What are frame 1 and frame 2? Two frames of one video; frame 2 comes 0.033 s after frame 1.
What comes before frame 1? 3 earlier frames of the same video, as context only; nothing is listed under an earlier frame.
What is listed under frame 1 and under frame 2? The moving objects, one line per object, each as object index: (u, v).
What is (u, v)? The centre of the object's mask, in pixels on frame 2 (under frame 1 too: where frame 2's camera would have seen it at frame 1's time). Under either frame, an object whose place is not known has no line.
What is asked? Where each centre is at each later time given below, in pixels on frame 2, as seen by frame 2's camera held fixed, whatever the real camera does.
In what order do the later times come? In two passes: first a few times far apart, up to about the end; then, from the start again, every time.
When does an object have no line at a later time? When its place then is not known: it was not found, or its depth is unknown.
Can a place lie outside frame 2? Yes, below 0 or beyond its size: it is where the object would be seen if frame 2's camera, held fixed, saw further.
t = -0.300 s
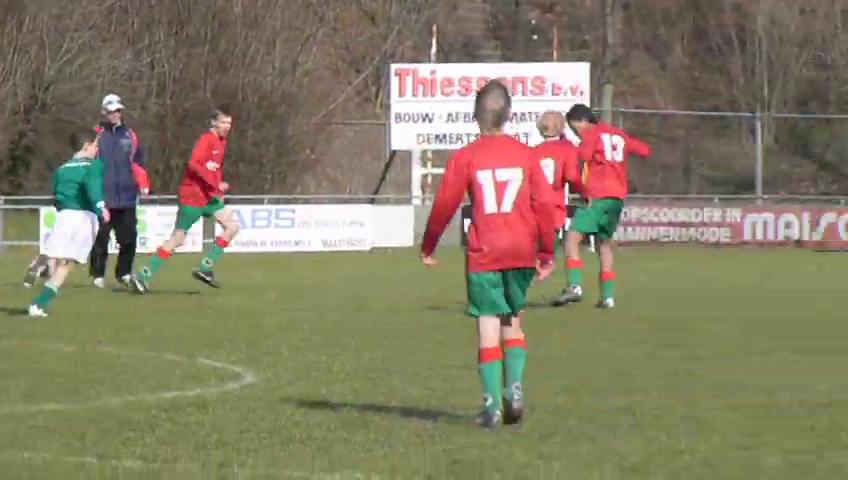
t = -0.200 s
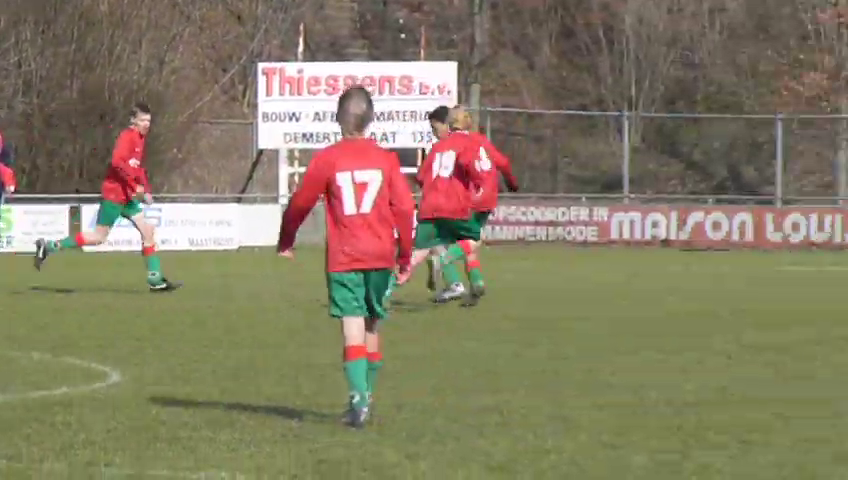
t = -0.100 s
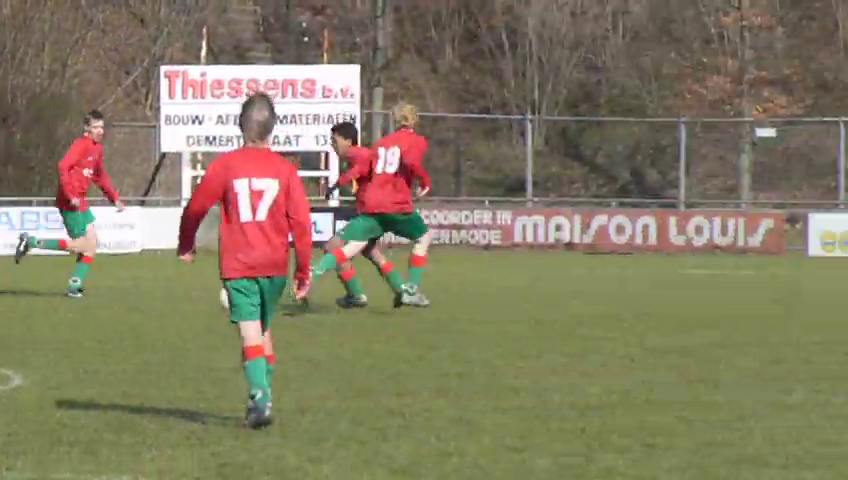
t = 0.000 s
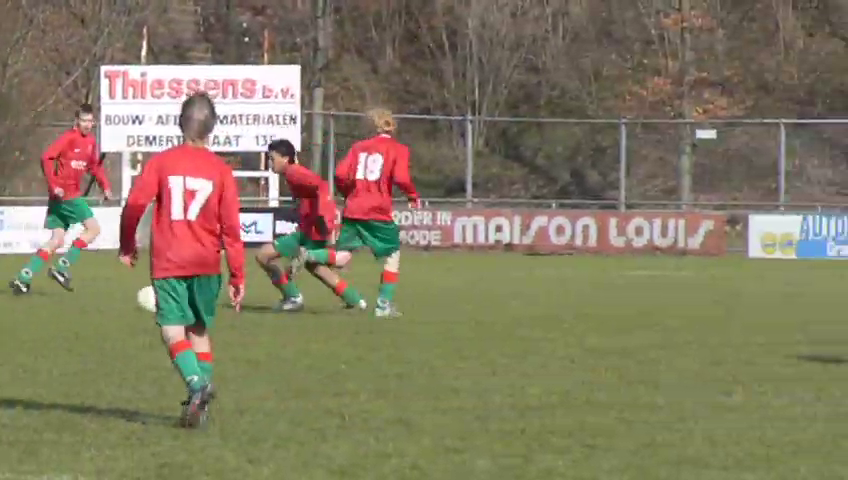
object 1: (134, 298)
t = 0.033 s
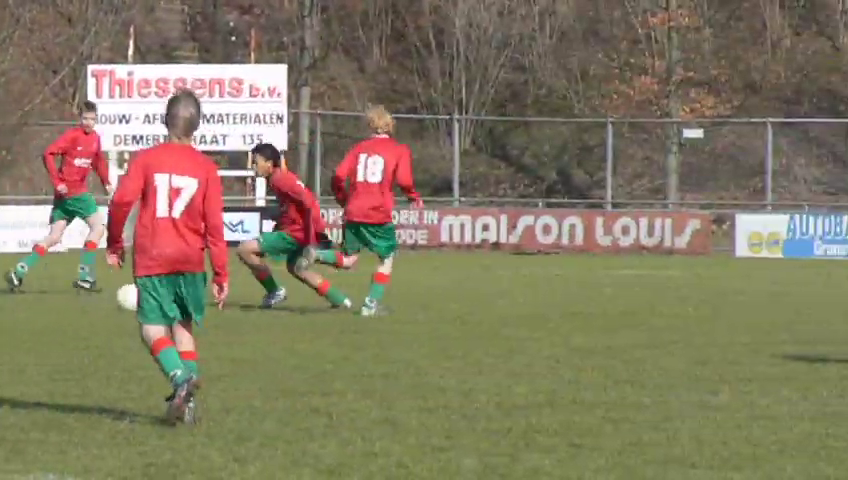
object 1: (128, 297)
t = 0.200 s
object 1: (99, 295)
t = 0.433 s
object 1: (56, 292)
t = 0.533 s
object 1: (37, 295)
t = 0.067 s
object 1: (122, 296)
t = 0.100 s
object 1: (116, 294)
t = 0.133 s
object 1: (111, 294)
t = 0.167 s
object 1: (105, 295)
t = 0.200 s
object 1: (99, 295)
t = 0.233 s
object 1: (93, 295)
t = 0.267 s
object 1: (87, 294)
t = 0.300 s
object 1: (80, 294)
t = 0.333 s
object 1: (73, 294)
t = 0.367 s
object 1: (67, 295)
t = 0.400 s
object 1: (61, 293)
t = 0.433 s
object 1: (56, 292)
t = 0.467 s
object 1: (50, 293)
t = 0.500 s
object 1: (43, 295)
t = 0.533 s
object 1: (37, 295)
